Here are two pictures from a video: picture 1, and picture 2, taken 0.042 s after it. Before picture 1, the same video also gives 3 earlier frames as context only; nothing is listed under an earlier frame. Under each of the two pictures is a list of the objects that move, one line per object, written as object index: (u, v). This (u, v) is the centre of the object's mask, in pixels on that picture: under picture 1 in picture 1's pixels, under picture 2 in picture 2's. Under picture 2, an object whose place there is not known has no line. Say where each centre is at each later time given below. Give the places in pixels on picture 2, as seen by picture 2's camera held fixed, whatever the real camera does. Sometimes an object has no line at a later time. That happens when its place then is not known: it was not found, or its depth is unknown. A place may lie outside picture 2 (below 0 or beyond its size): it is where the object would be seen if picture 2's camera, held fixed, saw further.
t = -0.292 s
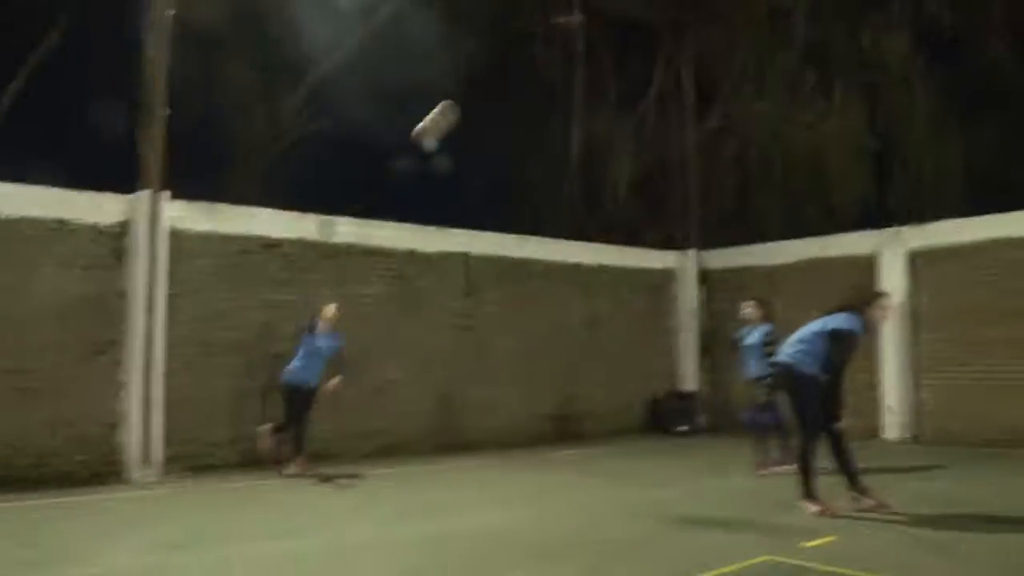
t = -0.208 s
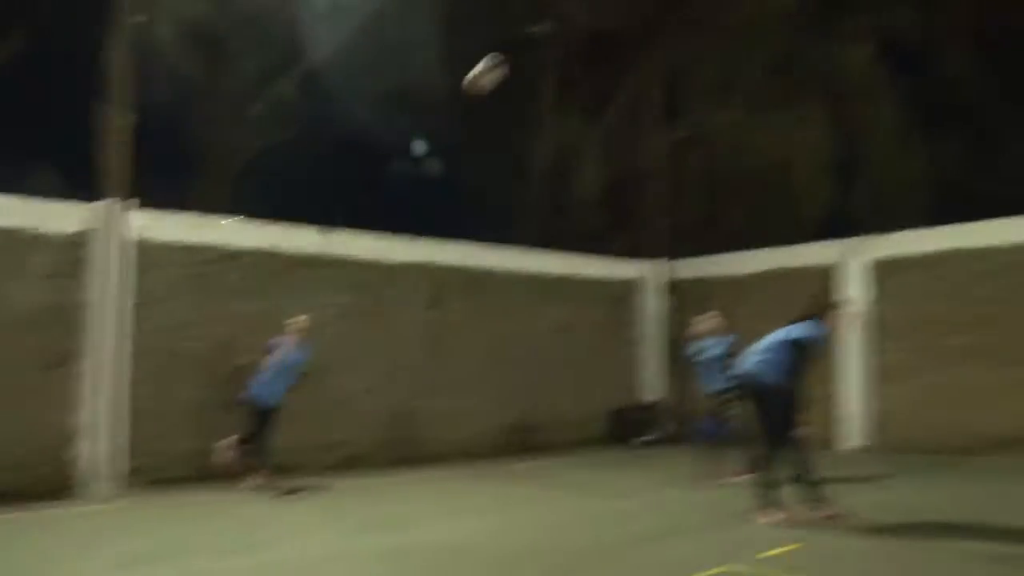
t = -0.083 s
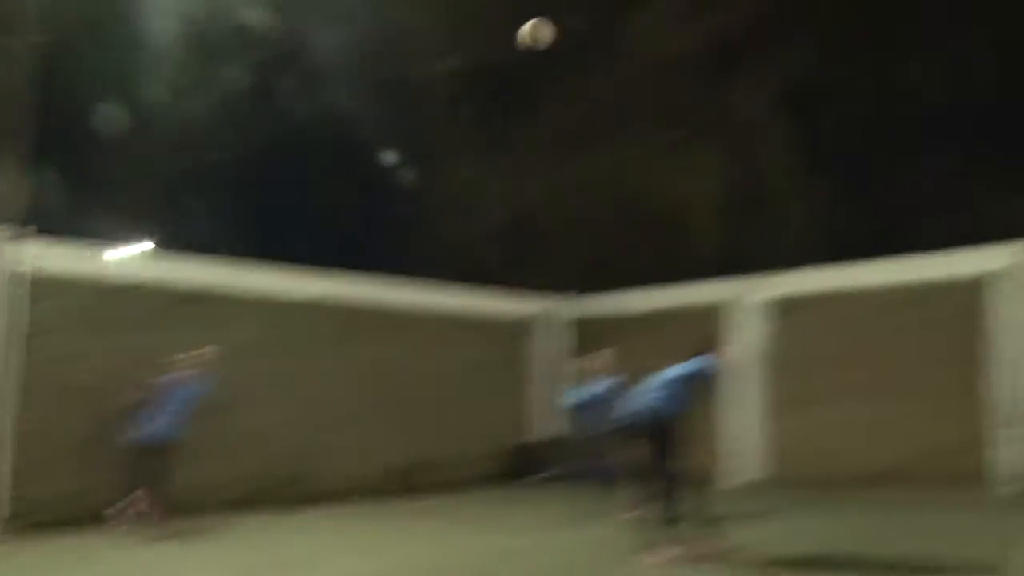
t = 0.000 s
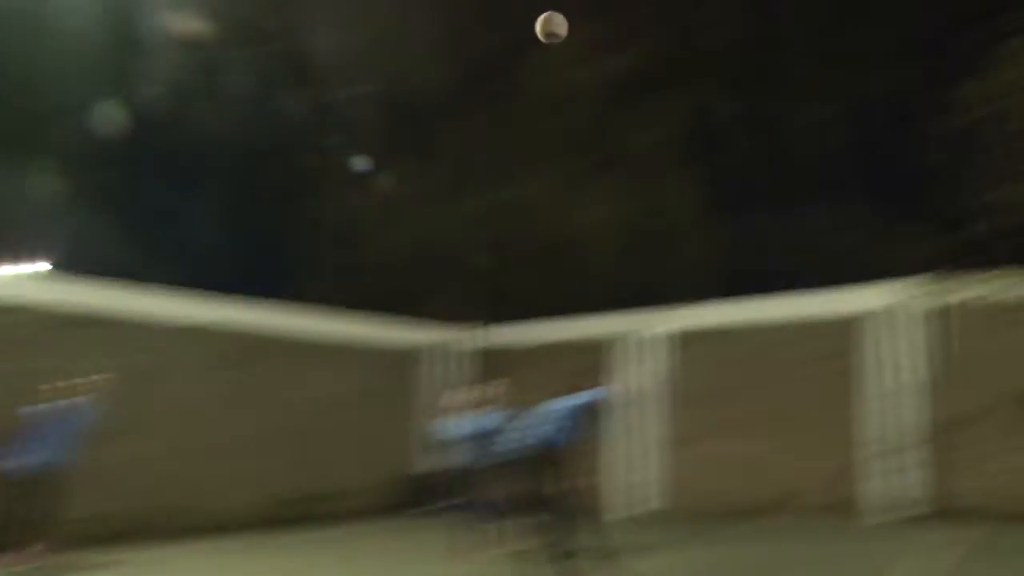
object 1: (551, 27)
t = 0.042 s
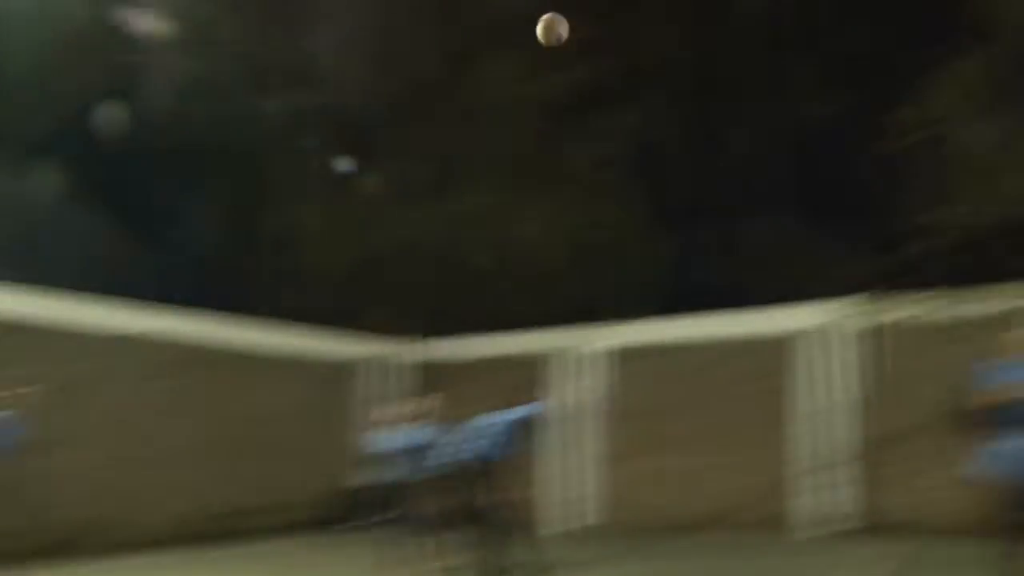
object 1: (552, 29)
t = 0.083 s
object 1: (607, 19)
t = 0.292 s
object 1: (896, 11)
